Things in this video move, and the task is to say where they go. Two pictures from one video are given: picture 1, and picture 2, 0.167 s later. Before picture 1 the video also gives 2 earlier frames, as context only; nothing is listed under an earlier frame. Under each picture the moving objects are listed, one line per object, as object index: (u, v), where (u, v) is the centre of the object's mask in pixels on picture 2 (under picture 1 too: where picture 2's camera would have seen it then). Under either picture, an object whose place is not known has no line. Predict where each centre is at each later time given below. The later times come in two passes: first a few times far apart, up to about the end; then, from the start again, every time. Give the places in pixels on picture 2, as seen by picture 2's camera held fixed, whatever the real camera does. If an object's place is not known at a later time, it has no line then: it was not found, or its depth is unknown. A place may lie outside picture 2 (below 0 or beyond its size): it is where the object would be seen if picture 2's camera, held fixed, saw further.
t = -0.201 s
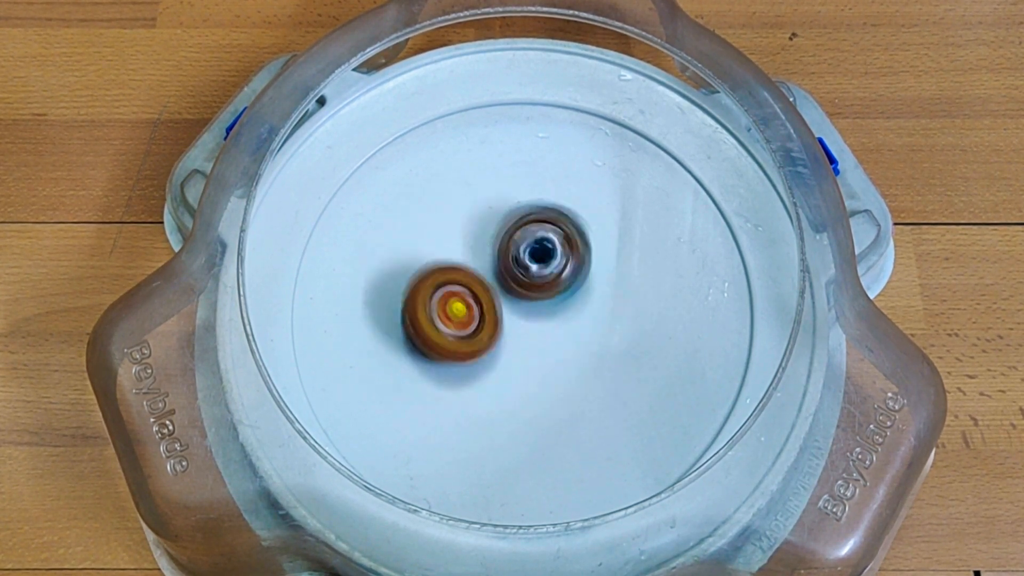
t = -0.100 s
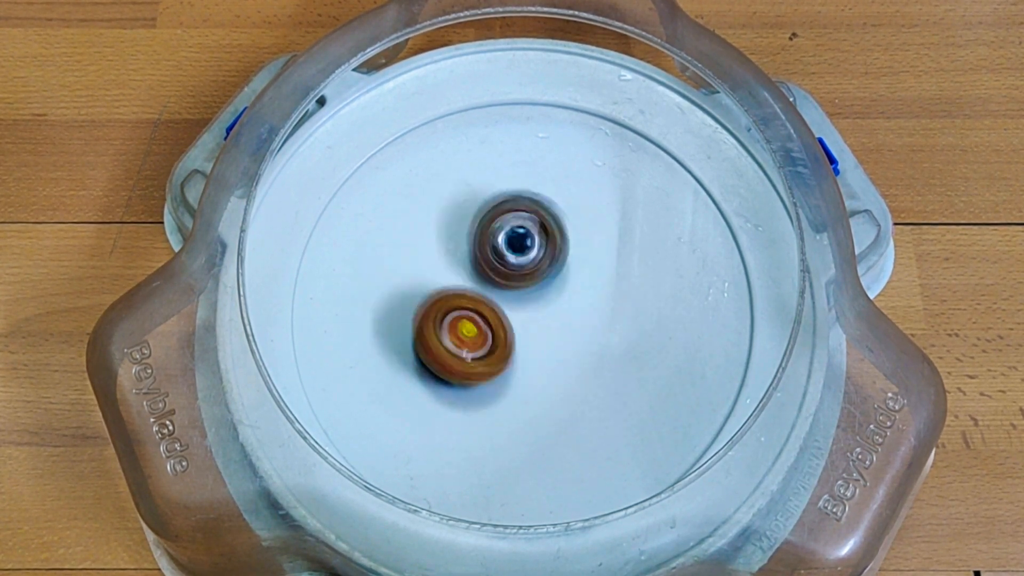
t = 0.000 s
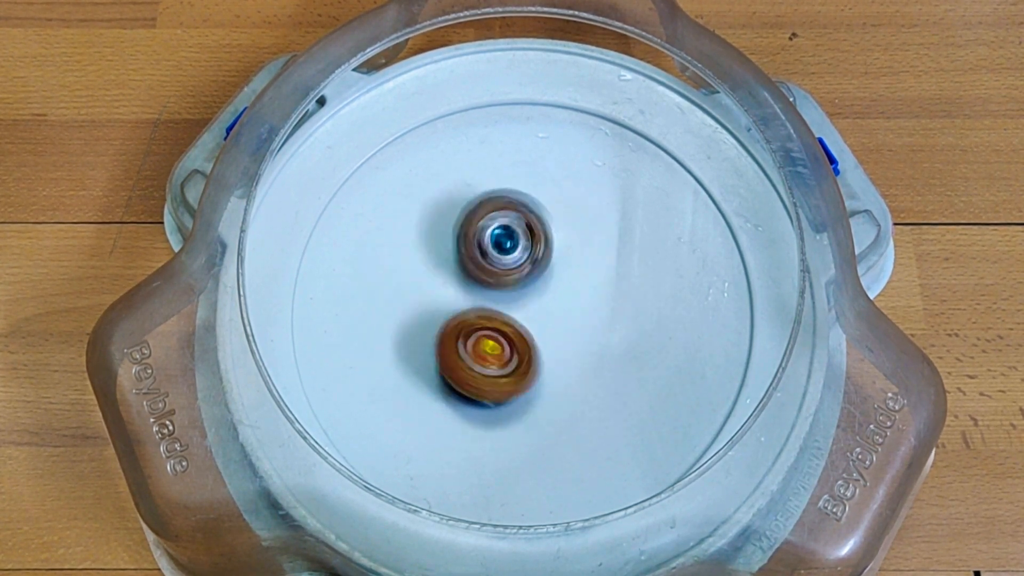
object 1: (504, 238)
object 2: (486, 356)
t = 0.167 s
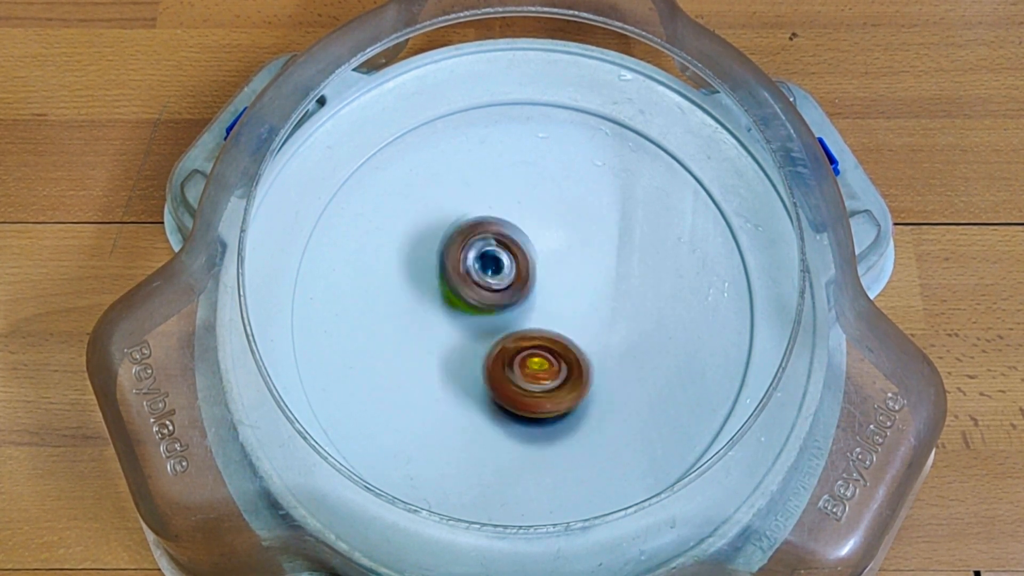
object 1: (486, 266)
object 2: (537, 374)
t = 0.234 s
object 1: (487, 282)
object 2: (554, 374)
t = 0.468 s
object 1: (442, 306)
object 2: (705, 351)
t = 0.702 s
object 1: (469, 313)
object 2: (701, 352)
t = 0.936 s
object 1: (496, 280)
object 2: (594, 343)
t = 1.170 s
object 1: (457, 219)
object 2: (551, 253)
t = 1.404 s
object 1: (469, 225)
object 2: (565, 237)
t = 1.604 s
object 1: (465, 284)
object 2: (563, 240)
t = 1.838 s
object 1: (440, 300)
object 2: (561, 266)
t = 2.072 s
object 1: (467, 290)
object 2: (570, 269)
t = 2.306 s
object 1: (468, 272)
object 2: (560, 265)
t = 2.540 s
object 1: (467, 289)
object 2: (563, 268)
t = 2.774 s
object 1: (463, 295)
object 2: (563, 268)
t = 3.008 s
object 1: (467, 288)
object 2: (563, 268)
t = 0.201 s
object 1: (485, 273)
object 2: (545, 374)
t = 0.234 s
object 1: (487, 282)
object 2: (554, 374)
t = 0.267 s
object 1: (488, 290)
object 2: (560, 372)
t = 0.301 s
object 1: (490, 299)
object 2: (569, 370)
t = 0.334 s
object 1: (473, 302)
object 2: (602, 369)
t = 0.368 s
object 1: (457, 302)
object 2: (634, 366)
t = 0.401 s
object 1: (447, 301)
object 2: (661, 361)
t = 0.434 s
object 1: (443, 303)
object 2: (686, 356)
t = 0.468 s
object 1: (442, 306)
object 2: (705, 351)
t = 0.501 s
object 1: (447, 309)
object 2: (718, 350)
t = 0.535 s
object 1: (449, 309)
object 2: (724, 349)
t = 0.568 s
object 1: (449, 310)
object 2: (727, 347)
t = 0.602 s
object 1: (451, 310)
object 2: (723, 347)
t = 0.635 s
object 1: (456, 313)
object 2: (717, 348)
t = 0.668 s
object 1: (461, 314)
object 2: (709, 350)
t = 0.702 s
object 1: (469, 313)
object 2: (701, 352)
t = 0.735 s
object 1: (472, 310)
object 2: (693, 353)
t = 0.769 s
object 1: (476, 306)
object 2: (682, 355)
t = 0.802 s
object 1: (481, 302)
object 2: (672, 355)
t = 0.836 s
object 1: (485, 298)
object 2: (658, 355)
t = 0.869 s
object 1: (490, 292)
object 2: (640, 354)
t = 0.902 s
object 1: (494, 286)
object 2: (618, 349)
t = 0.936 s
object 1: (496, 280)
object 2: (594, 343)
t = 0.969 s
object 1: (493, 275)
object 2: (572, 332)
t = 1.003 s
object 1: (482, 265)
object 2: (562, 320)
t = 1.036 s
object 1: (471, 255)
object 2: (554, 306)
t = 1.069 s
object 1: (465, 248)
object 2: (550, 292)
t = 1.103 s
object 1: (459, 236)
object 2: (548, 277)
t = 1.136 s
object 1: (458, 229)
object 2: (549, 264)
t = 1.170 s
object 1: (457, 219)
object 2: (551, 253)
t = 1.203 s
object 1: (457, 217)
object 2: (554, 246)
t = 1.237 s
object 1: (456, 216)
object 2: (558, 241)
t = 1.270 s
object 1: (458, 218)
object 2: (562, 238)
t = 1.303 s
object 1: (461, 220)
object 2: (565, 237)
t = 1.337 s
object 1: (466, 221)
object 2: (566, 237)
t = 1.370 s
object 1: (467, 222)
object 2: (566, 237)
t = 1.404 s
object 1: (469, 225)
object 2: (565, 237)
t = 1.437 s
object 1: (469, 231)
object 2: (566, 237)
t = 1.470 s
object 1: (469, 238)
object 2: (566, 237)
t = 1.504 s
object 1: (470, 250)
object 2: (565, 238)
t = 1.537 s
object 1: (469, 261)
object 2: (565, 238)
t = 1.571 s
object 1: (469, 273)
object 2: (564, 239)
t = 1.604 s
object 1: (465, 284)
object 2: (563, 240)
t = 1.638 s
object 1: (460, 293)
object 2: (561, 242)
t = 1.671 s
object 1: (453, 298)
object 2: (558, 244)
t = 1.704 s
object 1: (448, 300)
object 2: (556, 248)
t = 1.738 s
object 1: (445, 300)
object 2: (556, 253)
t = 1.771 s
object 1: (442, 300)
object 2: (556, 258)
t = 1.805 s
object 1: (441, 300)
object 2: (558, 262)
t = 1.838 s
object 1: (440, 300)
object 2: (561, 266)
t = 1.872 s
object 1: (442, 300)
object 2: (565, 269)
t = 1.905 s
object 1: (444, 300)
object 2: (568, 269)
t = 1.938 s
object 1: (447, 299)
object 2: (569, 269)
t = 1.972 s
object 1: (451, 299)
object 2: (570, 269)
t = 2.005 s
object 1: (457, 298)
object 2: (571, 269)
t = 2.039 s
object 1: (463, 295)
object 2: (570, 269)
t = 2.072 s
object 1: (467, 290)
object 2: (570, 269)
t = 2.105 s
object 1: (469, 285)
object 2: (568, 269)
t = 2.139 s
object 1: (469, 281)
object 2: (565, 269)
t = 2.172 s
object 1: (470, 277)
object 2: (562, 267)
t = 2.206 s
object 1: (468, 273)
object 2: (561, 266)
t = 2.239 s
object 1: (468, 271)
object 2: (560, 264)
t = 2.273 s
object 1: (468, 271)
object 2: (560, 265)
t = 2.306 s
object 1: (468, 272)
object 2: (560, 265)
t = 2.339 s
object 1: (469, 274)
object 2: (561, 266)
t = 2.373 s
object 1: (469, 277)
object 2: (562, 267)
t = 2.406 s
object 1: (470, 280)
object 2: (563, 268)
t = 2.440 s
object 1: (469, 282)
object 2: (563, 268)
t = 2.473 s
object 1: (469, 284)
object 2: (562, 268)
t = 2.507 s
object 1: (468, 286)
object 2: (562, 268)
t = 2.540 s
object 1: (467, 289)
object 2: (563, 268)
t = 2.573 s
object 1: (466, 291)
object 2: (563, 268)
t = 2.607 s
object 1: (464, 293)
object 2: (563, 268)
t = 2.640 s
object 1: (463, 295)
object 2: (562, 268)
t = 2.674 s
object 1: (462, 296)
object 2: (563, 268)
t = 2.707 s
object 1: (461, 296)
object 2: (563, 268)
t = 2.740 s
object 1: (461, 296)
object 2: (563, 268)
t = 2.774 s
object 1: (463, 295)
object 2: (563, 268)
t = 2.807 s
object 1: (464, 294)
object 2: (563, 268)
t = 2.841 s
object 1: (466, 292)
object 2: (563, 268)
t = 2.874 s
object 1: (467, 290)
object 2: (563, 268)
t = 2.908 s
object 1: (467, 289)
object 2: (563, 268)
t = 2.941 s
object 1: (467, 288)
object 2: (562, 268)
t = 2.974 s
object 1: (468, 288)
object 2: (563, 268)
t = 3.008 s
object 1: (467, 288)
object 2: (563, 268)
